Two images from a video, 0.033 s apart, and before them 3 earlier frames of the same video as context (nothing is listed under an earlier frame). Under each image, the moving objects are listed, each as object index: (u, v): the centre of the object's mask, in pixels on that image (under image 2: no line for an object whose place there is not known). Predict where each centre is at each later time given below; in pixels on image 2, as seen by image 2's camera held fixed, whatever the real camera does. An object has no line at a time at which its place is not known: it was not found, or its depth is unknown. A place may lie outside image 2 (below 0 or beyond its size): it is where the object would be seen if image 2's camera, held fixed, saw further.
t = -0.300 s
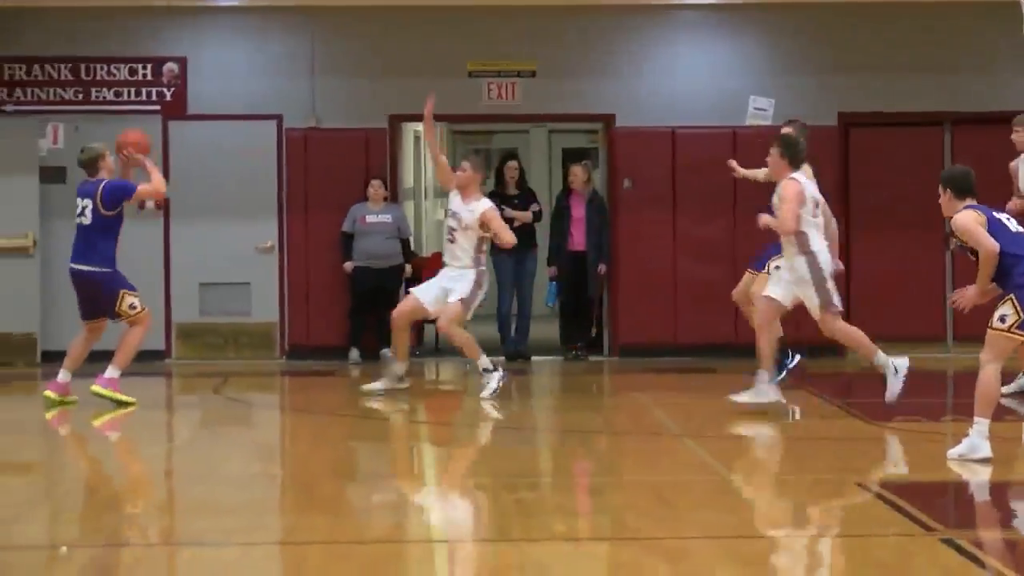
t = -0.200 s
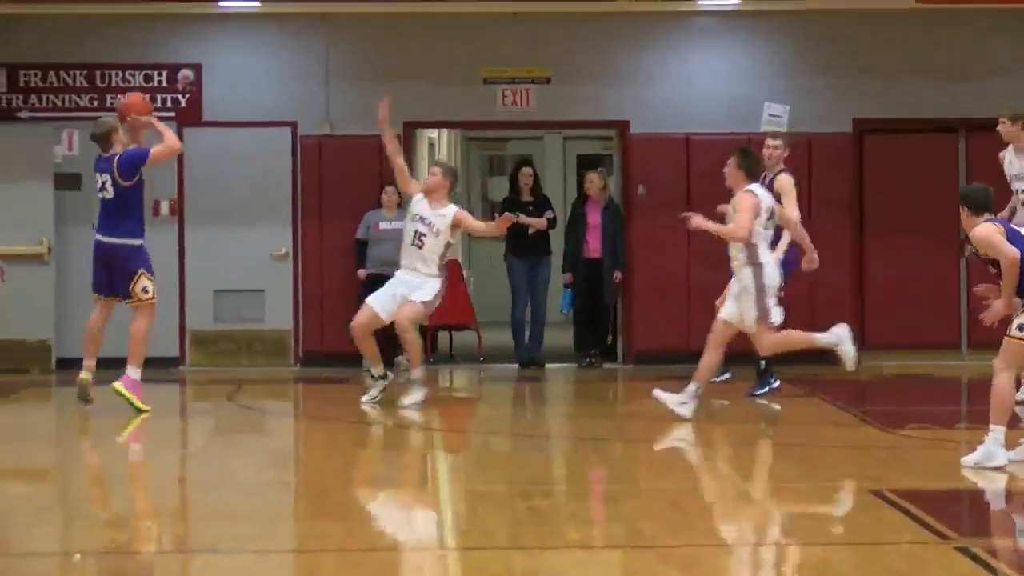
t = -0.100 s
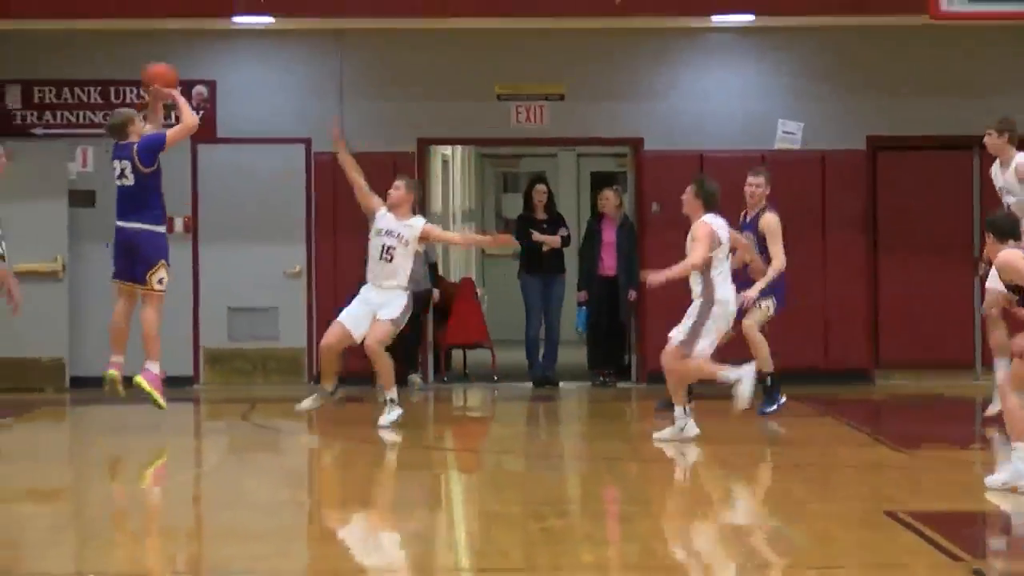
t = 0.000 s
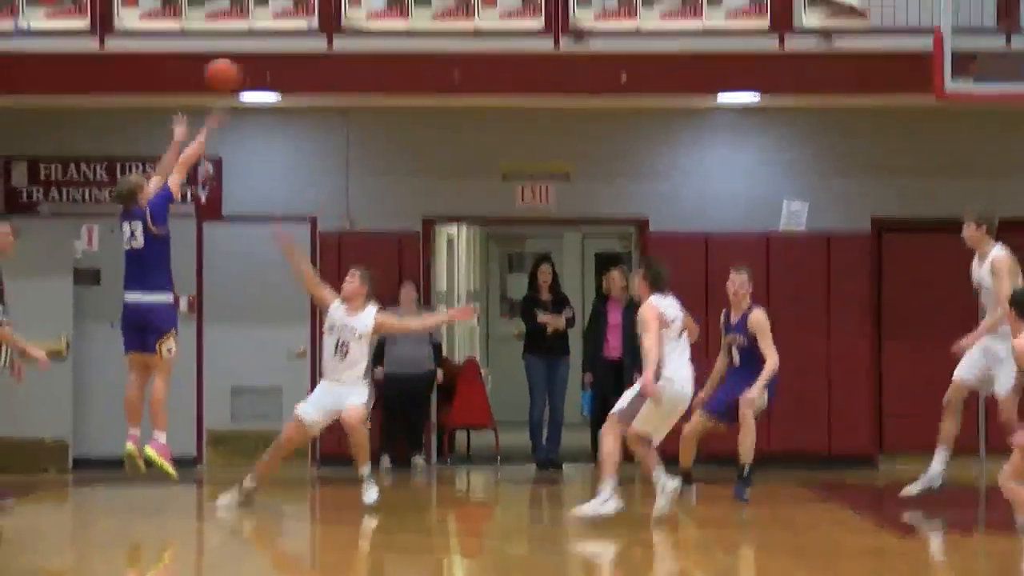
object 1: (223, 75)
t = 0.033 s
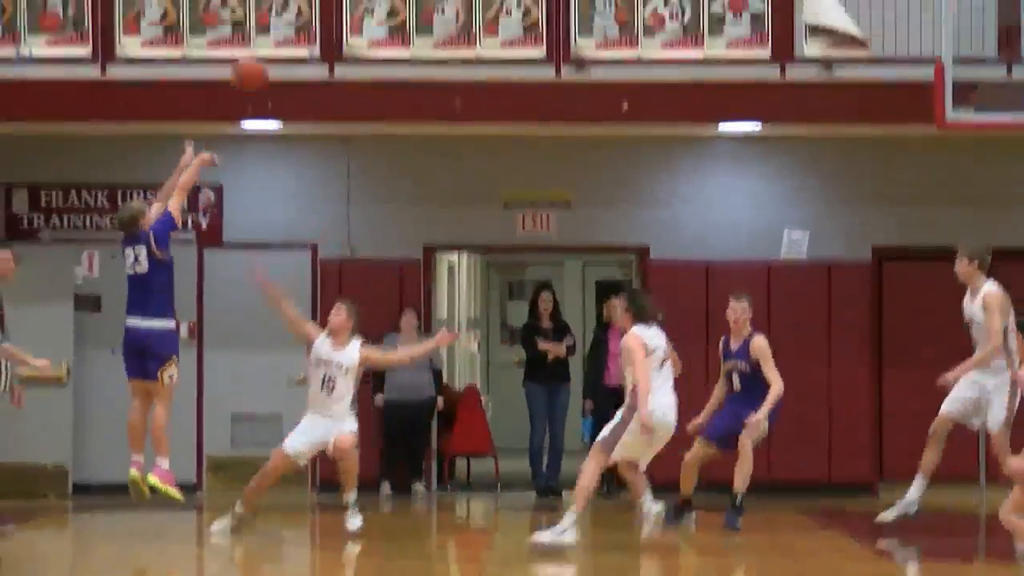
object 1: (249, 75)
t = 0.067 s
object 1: (276, 47)
